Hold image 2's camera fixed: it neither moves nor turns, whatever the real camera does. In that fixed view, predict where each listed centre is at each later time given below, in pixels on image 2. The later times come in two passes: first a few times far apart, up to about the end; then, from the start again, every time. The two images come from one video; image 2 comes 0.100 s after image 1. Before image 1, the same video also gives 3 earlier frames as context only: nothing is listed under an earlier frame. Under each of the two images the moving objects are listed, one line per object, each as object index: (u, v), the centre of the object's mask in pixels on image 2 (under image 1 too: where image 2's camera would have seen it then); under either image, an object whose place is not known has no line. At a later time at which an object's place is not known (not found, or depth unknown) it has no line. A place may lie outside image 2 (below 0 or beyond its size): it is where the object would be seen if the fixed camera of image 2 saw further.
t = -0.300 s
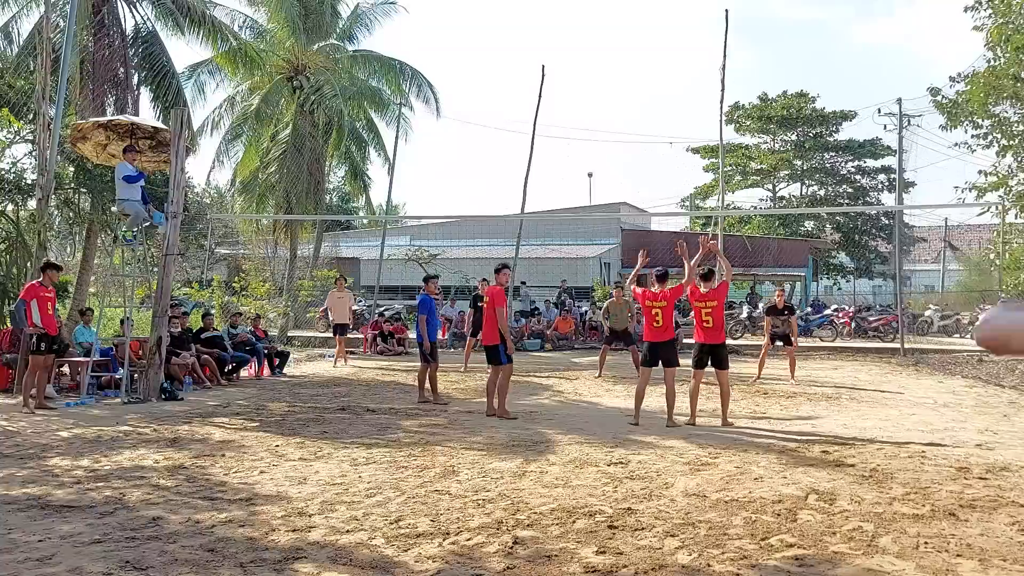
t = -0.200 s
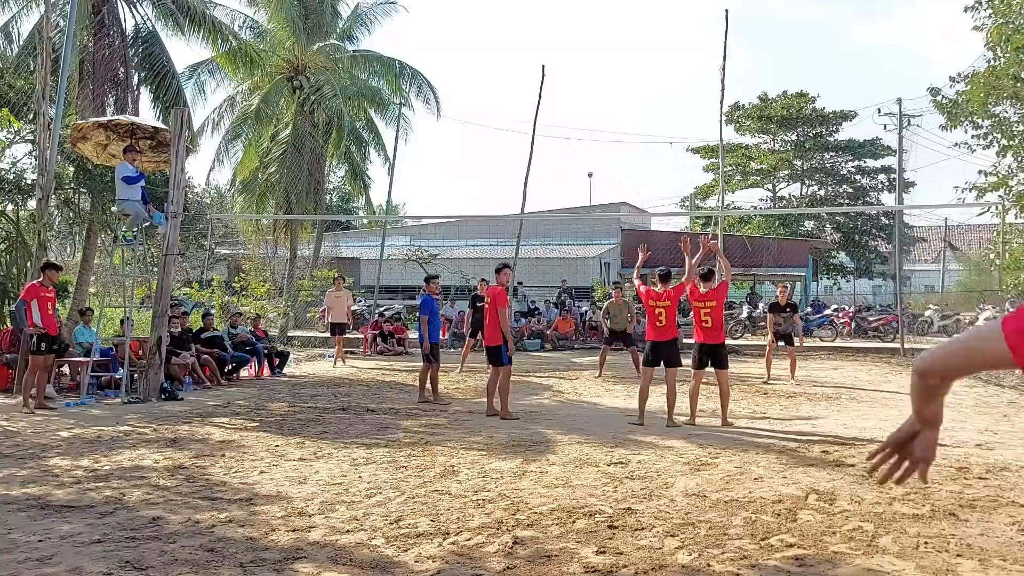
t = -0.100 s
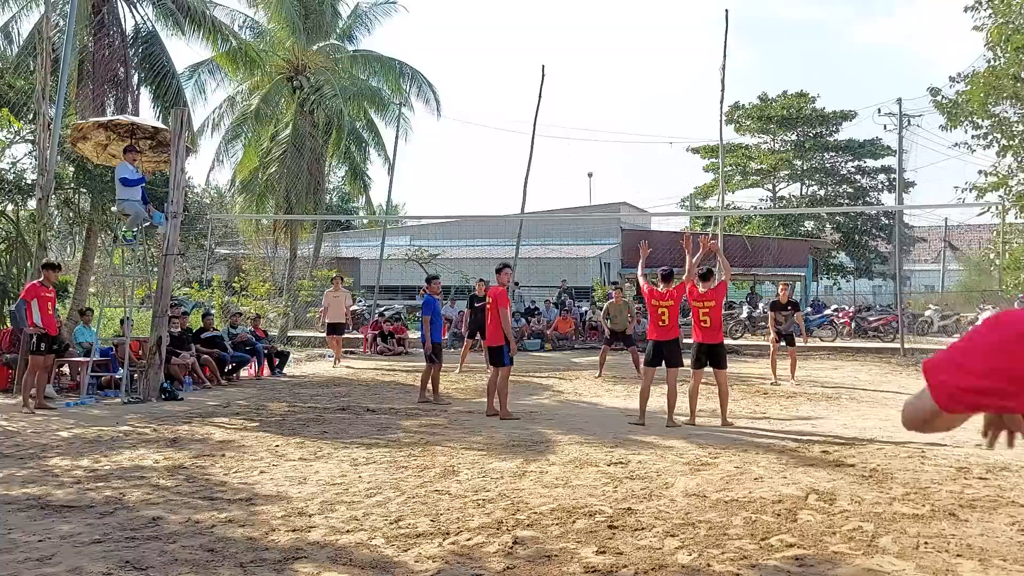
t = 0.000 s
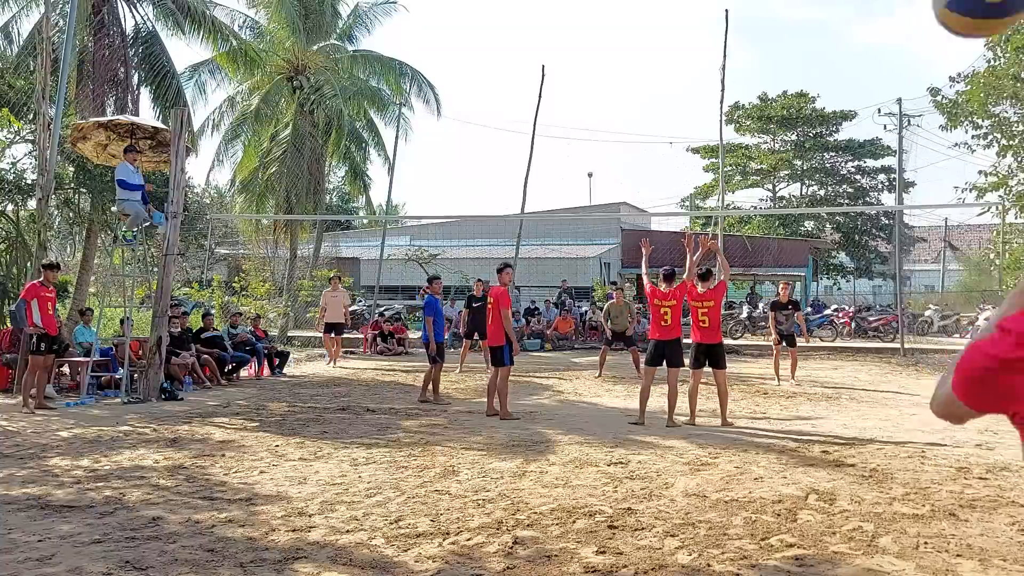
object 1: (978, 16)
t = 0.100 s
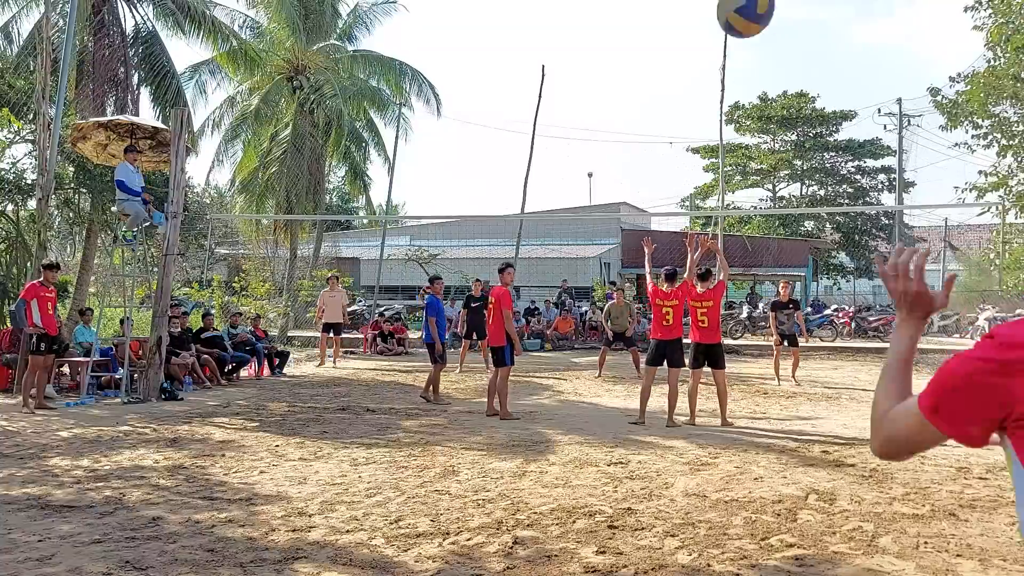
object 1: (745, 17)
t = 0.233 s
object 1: (623, 43)
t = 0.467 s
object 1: (537, 107)
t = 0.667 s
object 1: (507, 161)
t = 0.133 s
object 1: (704, 19)
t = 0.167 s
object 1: (672, 25)
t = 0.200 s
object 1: (645, 34)
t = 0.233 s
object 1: (623, 43)
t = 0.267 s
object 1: (605, 52)
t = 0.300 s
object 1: (590, 61)
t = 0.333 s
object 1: (576, 70)
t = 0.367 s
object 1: (564, 79)
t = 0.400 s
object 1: (553, 88)
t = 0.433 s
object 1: (545, 98)
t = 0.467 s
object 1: (537, 107)
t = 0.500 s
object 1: (530, 116)
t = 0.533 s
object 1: (524, 125)
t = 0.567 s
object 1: (519, 134)
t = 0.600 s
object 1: (514, 143)
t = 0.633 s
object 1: (511, 152)
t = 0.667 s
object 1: (507, 161)
